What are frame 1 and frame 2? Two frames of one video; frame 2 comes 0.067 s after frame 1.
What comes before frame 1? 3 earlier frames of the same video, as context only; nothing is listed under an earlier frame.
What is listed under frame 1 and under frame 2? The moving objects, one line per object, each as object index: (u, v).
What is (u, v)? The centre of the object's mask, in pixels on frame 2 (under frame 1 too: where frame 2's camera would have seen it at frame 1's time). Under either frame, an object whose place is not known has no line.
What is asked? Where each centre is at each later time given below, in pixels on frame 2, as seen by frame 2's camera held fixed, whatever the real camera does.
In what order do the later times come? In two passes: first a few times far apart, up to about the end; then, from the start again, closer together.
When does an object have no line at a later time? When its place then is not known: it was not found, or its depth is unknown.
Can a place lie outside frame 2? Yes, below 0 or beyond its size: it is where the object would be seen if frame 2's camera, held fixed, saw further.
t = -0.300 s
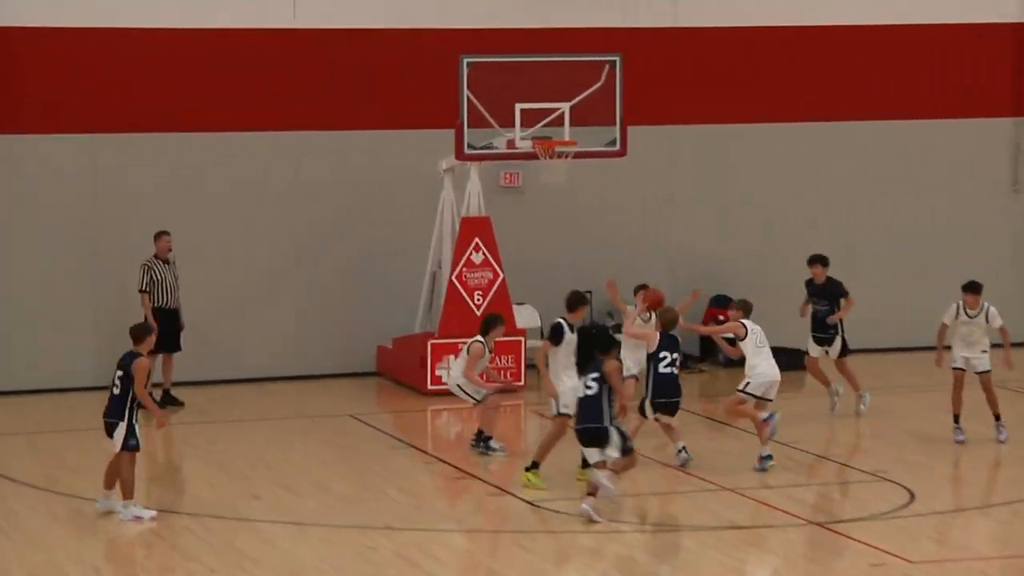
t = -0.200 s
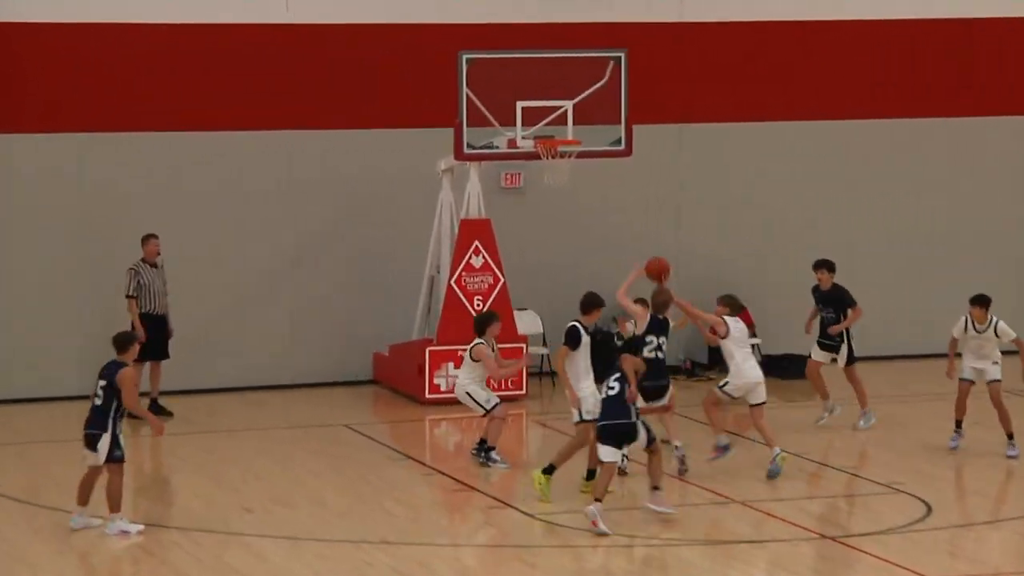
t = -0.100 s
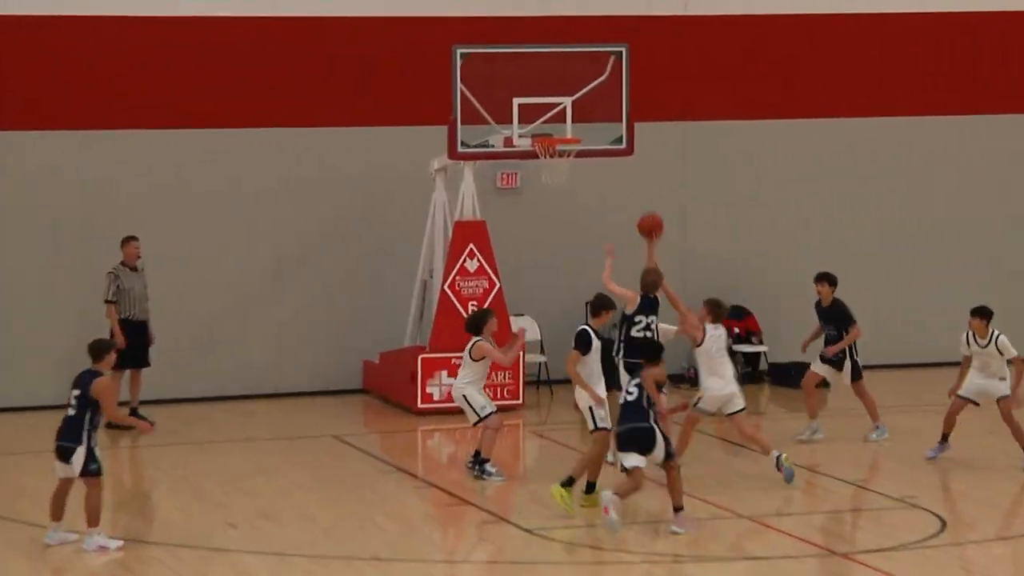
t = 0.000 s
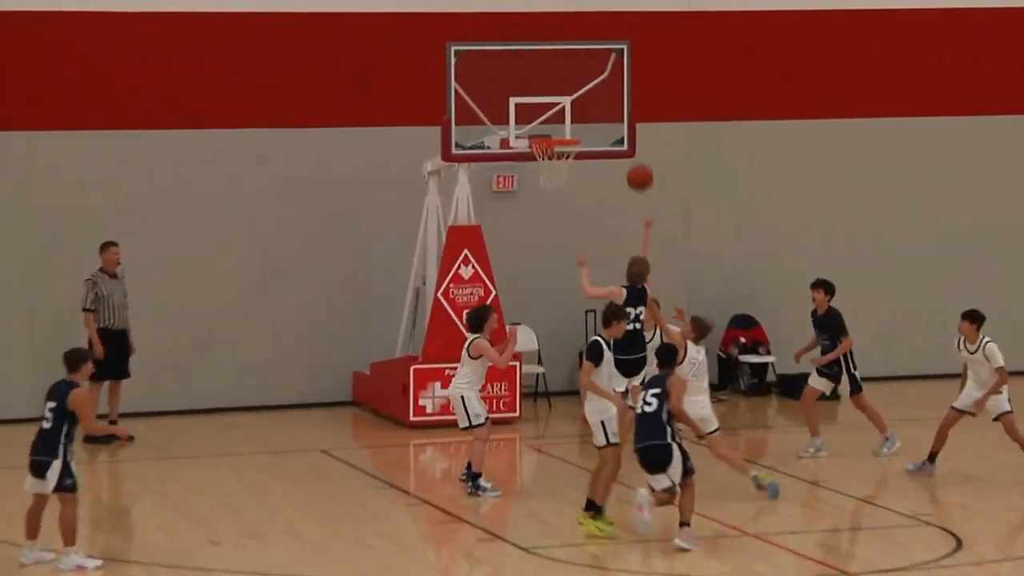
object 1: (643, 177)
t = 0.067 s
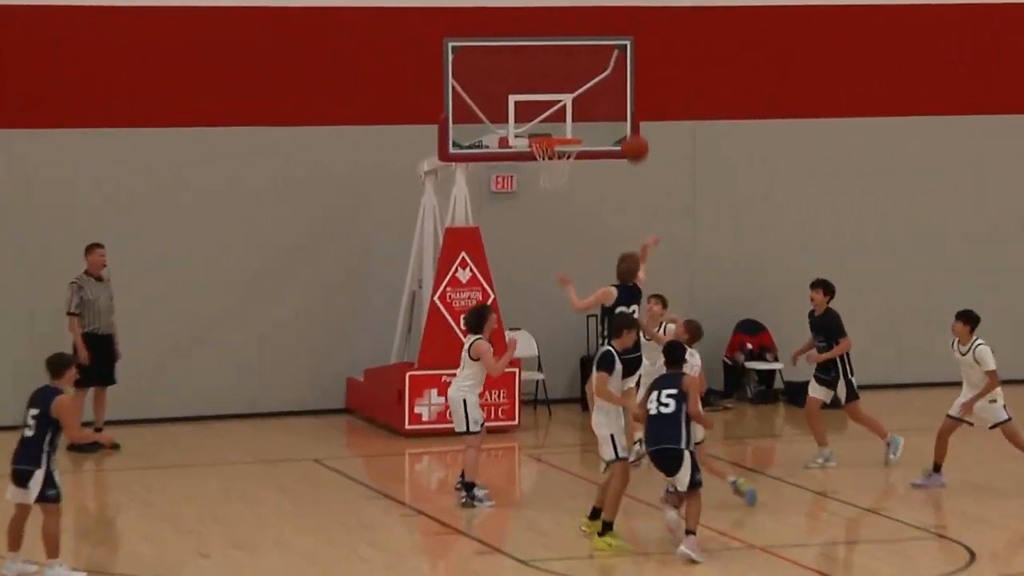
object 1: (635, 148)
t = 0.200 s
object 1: (619, 104)
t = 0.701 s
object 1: (562, 127)
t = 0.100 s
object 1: (631, 135)
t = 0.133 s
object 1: (626, 124)
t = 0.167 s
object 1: (622, 115)
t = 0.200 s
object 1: (619, 104)
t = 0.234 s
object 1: (615, 97)
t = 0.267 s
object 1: (611, 91)
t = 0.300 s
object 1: (608, 87)
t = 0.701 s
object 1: (562, 127)
